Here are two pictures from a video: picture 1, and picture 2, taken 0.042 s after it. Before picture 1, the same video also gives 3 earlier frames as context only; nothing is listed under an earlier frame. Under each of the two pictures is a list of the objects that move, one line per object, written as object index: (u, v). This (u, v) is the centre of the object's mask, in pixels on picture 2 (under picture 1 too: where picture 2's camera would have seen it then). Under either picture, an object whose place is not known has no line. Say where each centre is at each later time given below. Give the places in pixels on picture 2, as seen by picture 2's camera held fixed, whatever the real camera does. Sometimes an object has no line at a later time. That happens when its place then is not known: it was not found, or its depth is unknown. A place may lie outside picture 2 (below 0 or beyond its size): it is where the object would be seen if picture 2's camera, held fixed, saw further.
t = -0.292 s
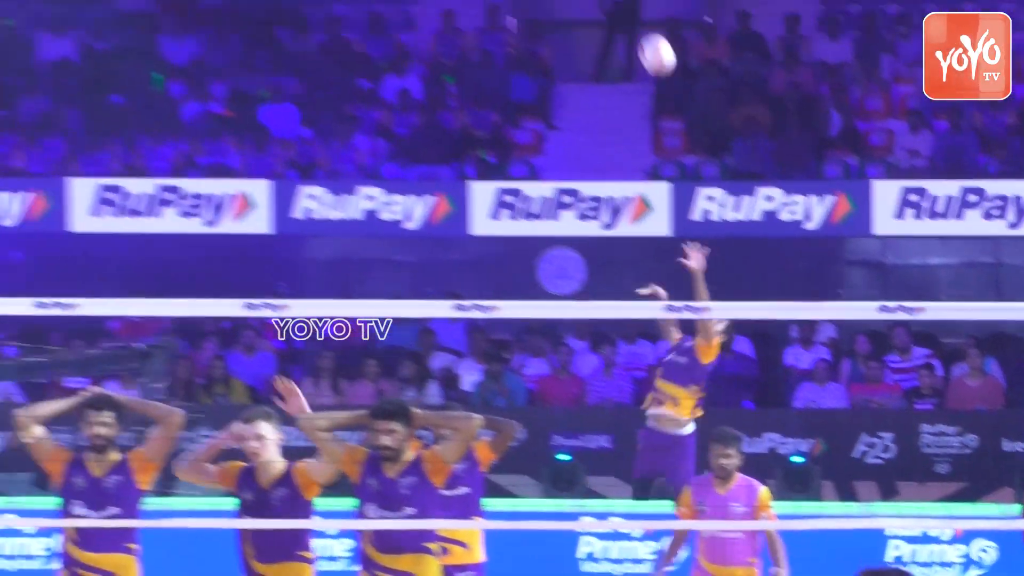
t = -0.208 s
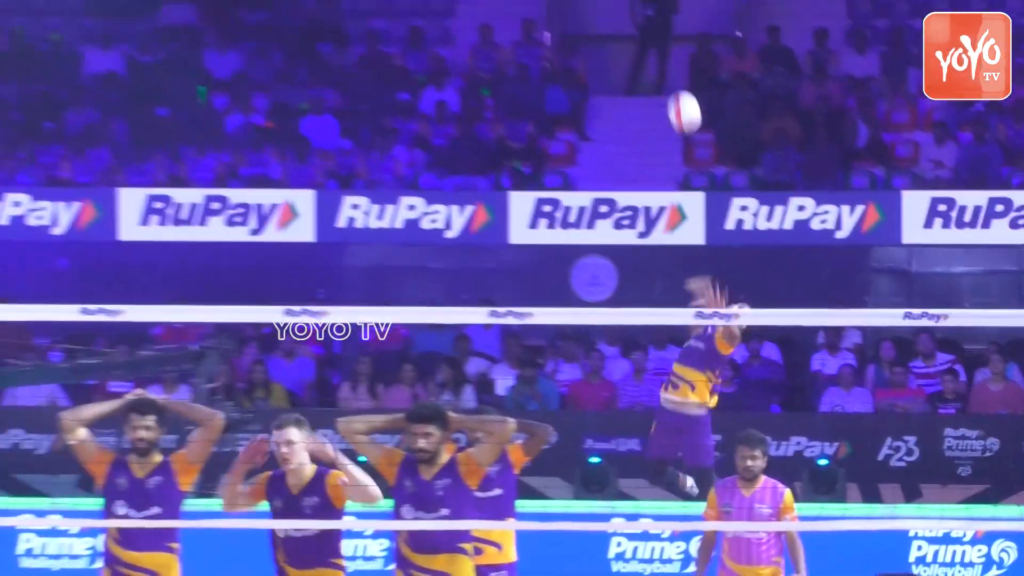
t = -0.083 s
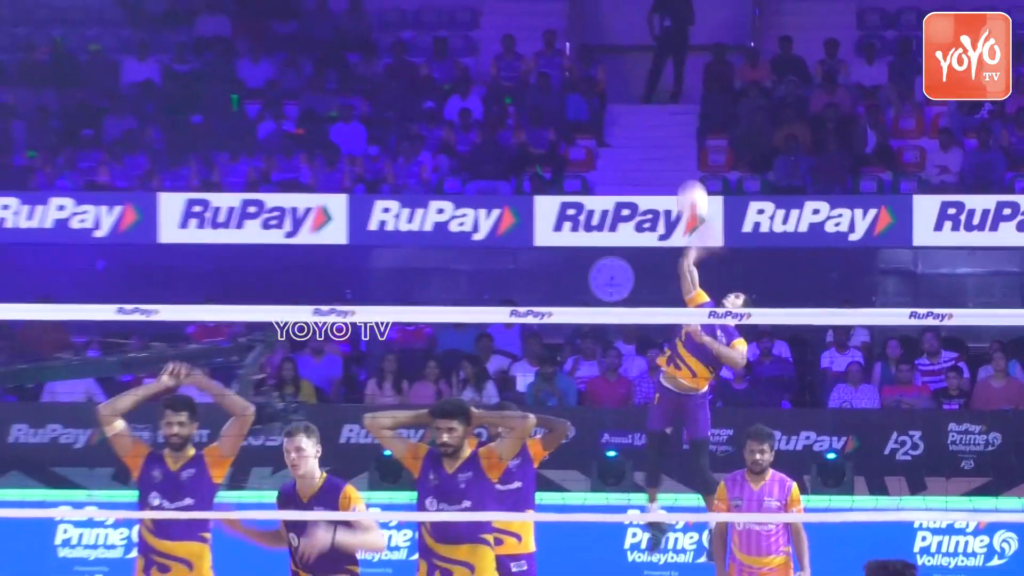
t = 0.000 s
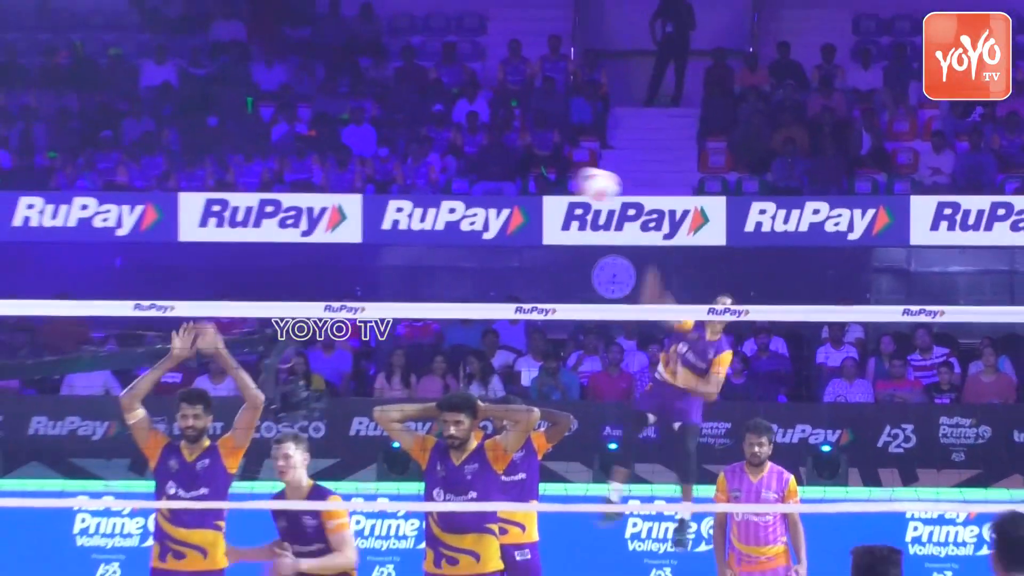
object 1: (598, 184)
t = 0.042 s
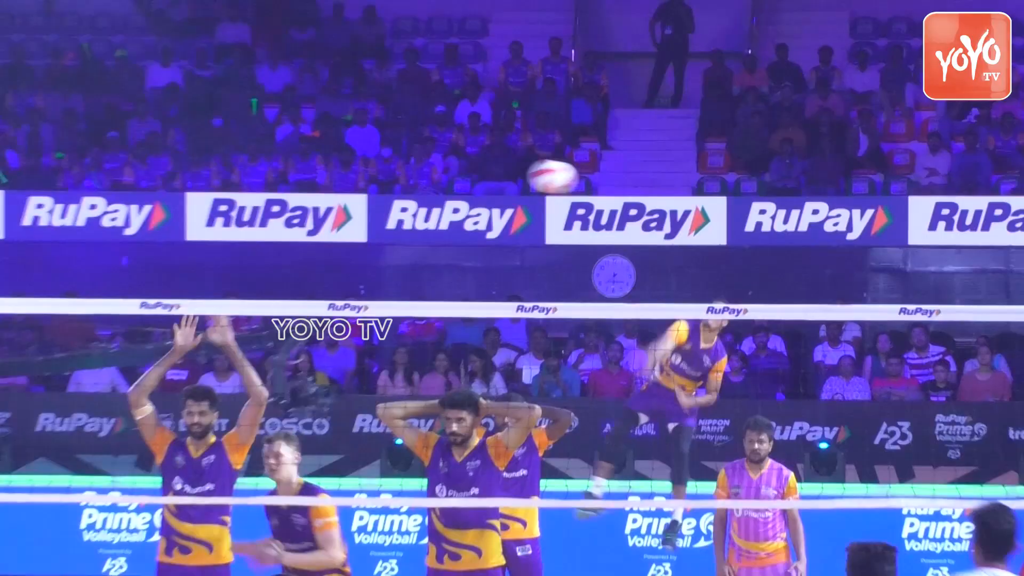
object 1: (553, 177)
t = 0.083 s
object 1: (507, 174)
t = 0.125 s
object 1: (461, 177)
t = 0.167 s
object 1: (414, 186)
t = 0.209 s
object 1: (368, 199)
